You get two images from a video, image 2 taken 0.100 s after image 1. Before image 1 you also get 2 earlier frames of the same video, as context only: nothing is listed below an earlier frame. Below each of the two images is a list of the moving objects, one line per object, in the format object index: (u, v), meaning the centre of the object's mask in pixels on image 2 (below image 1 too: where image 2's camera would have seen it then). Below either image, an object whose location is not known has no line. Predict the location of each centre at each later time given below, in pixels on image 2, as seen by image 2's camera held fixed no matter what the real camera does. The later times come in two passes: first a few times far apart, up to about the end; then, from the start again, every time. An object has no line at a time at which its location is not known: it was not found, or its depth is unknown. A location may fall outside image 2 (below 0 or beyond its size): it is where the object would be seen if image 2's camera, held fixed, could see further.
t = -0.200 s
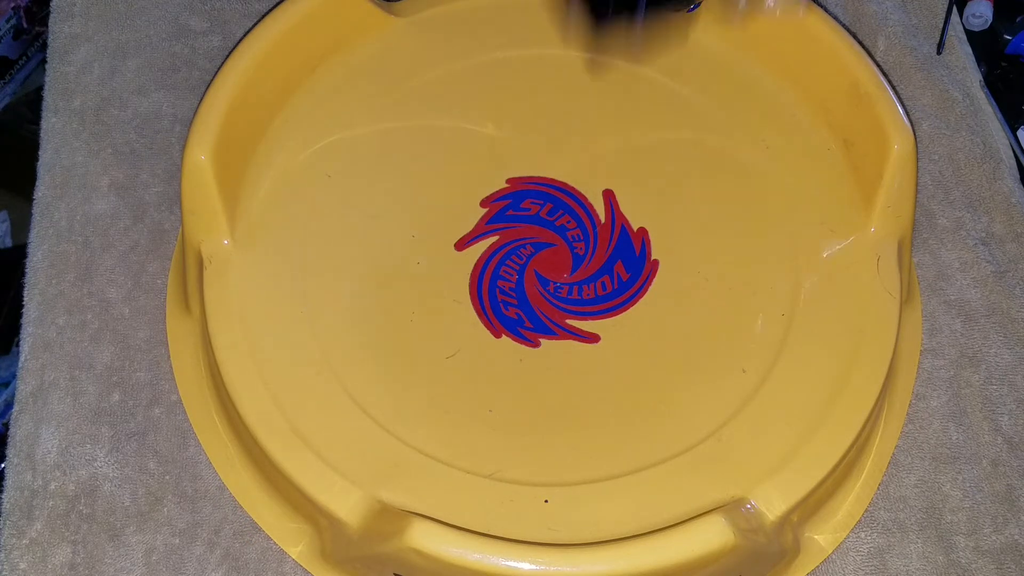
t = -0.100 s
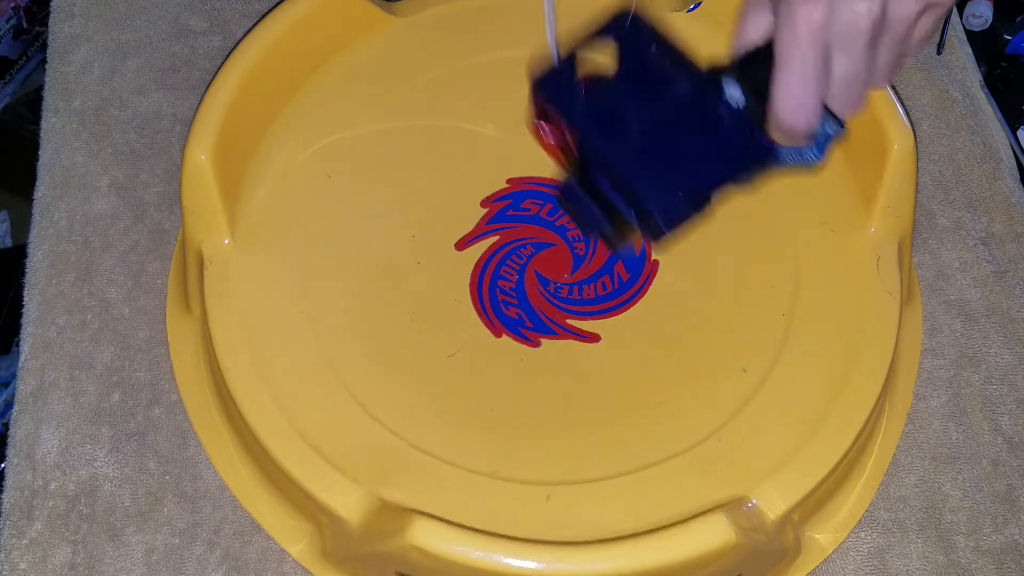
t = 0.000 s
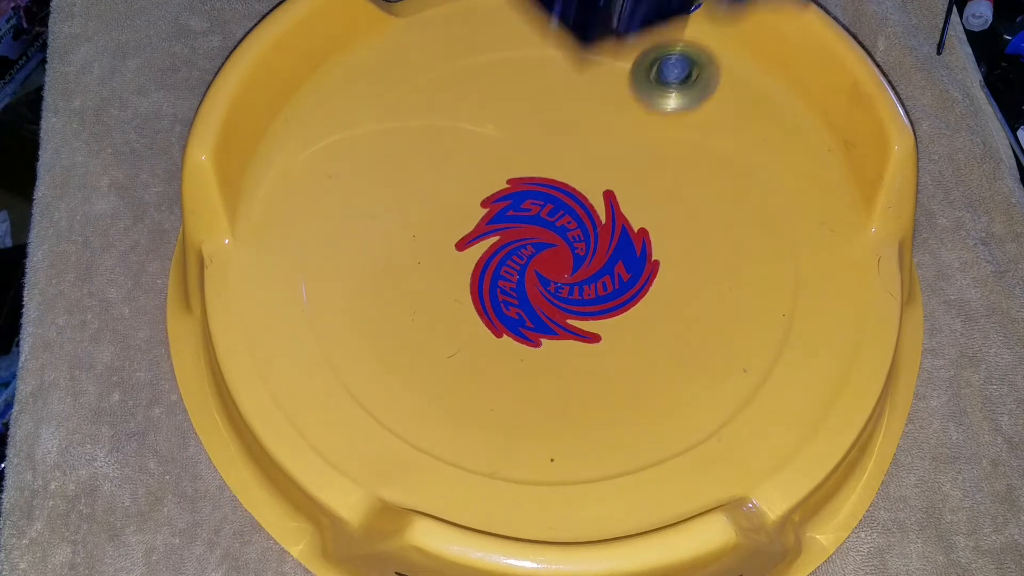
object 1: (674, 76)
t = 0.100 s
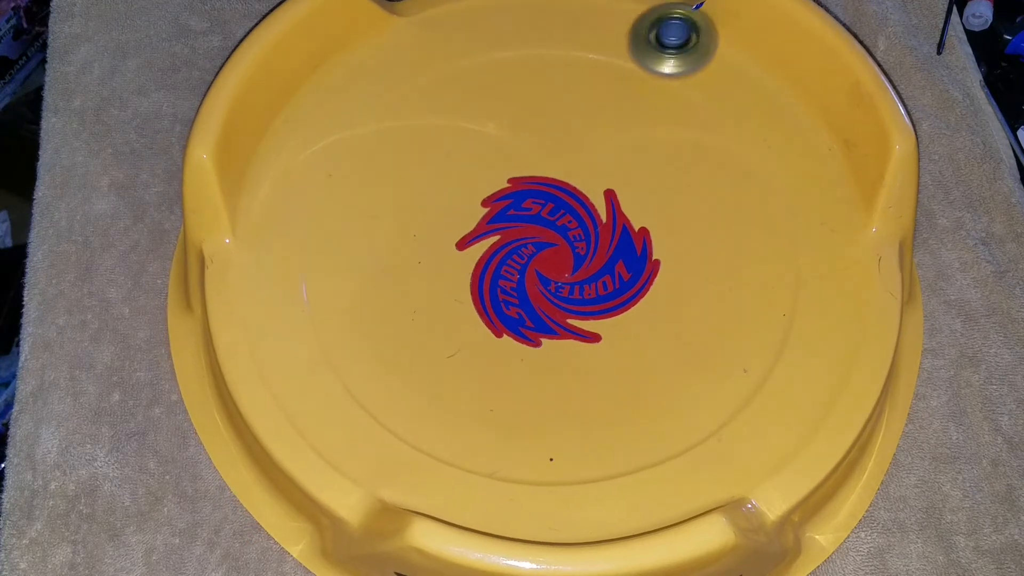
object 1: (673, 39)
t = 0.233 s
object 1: (612, 64)
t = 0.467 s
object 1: (506, 153)
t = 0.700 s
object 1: (455, 231)
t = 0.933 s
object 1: (449, 306)
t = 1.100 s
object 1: (478, 347)
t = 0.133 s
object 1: (659, 43)
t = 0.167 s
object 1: (645, 47)
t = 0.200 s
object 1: (628, 55)
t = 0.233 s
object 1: (612, 64)
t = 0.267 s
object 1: (595, 75)
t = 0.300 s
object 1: (578, 87)
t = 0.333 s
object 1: (562, 99)
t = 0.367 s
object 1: (547, 113)
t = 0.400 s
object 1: (532, 127)
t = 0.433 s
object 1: (519, 140)
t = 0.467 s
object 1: (506, 153)
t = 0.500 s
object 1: (495, 166)
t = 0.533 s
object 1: (486, 177)
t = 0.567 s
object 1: (478, 187)
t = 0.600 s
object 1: (471, 198)
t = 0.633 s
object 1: (464, 209)
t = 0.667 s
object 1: (460, 219)
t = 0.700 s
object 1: (455, 231)
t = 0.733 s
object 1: (452, 242)
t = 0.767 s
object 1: (449, 253)
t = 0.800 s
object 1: (447, 264)
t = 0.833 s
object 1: (446, 274)
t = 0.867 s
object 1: (446, 285)
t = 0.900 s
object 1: (447, 296)
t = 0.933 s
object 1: (449, 306)
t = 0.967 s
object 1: (453, 316)
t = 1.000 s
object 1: (457, 325)
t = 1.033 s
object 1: (464, 333)
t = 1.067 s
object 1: (470, 341)
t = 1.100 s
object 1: (478, 347)
